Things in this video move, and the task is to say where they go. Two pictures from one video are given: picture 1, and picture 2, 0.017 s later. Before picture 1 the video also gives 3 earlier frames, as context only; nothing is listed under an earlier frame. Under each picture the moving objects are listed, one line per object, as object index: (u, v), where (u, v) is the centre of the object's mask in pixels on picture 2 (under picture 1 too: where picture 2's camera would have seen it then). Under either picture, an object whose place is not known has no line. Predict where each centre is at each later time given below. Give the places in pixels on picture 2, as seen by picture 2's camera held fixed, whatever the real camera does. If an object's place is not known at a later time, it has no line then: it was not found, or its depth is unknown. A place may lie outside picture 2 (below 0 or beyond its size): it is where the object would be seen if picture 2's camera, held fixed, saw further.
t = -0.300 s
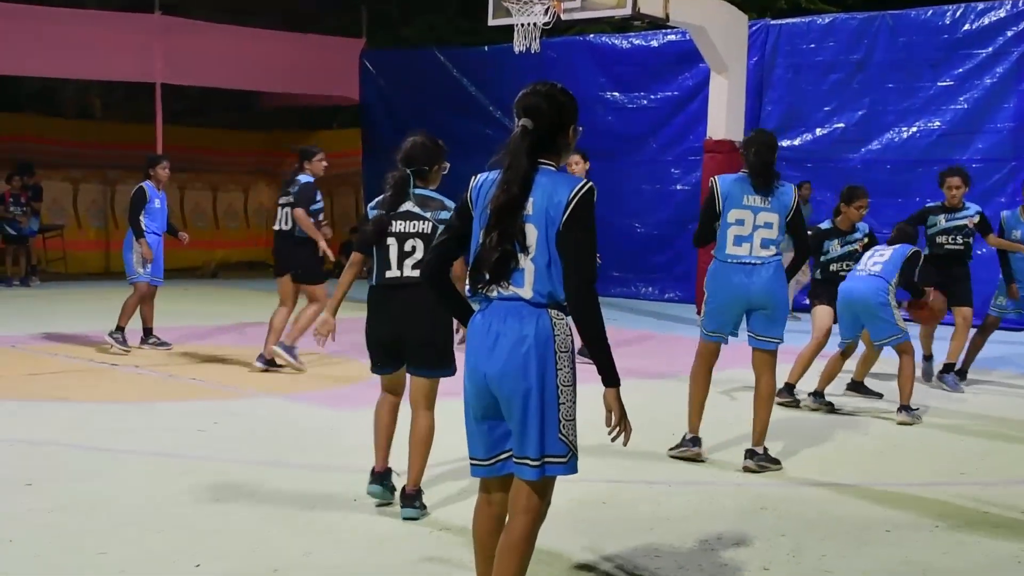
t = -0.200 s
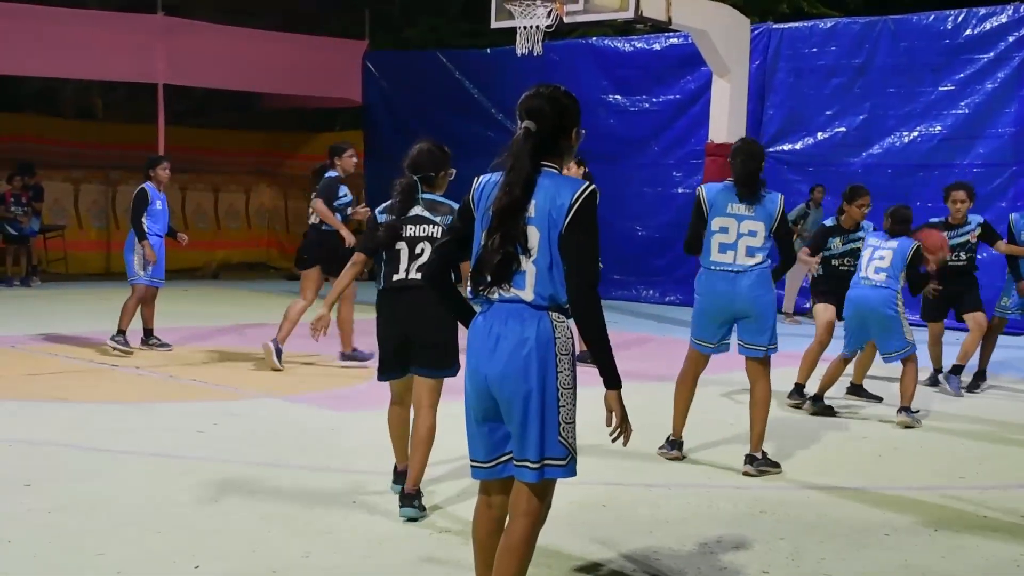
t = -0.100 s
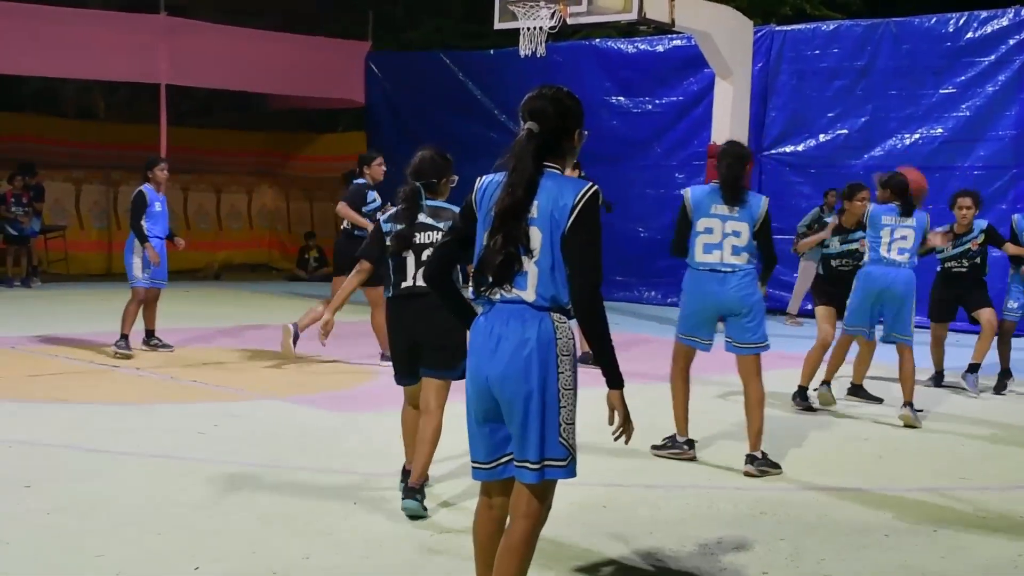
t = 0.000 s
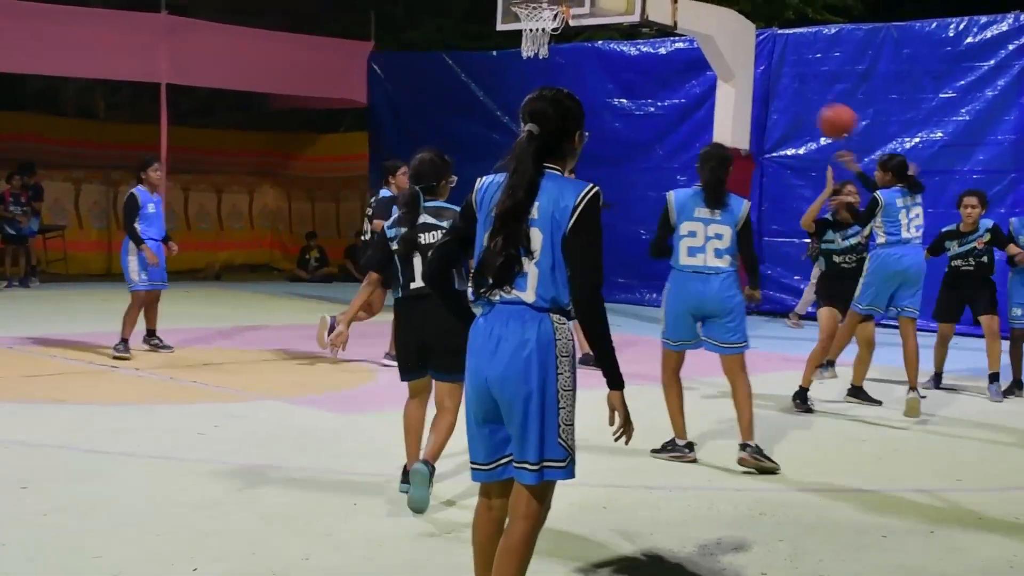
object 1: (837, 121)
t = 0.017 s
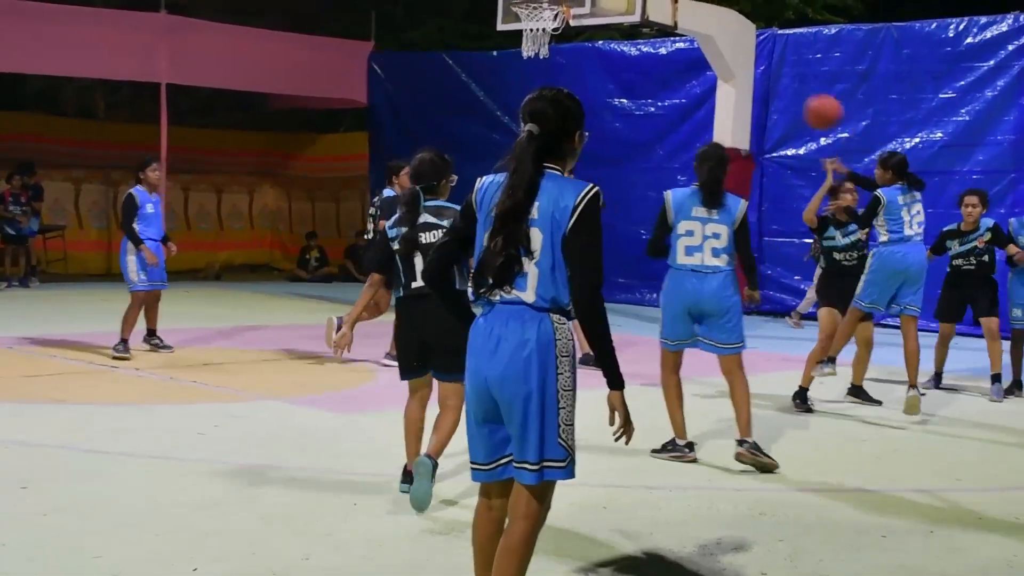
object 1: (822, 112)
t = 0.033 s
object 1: (808, 103)
